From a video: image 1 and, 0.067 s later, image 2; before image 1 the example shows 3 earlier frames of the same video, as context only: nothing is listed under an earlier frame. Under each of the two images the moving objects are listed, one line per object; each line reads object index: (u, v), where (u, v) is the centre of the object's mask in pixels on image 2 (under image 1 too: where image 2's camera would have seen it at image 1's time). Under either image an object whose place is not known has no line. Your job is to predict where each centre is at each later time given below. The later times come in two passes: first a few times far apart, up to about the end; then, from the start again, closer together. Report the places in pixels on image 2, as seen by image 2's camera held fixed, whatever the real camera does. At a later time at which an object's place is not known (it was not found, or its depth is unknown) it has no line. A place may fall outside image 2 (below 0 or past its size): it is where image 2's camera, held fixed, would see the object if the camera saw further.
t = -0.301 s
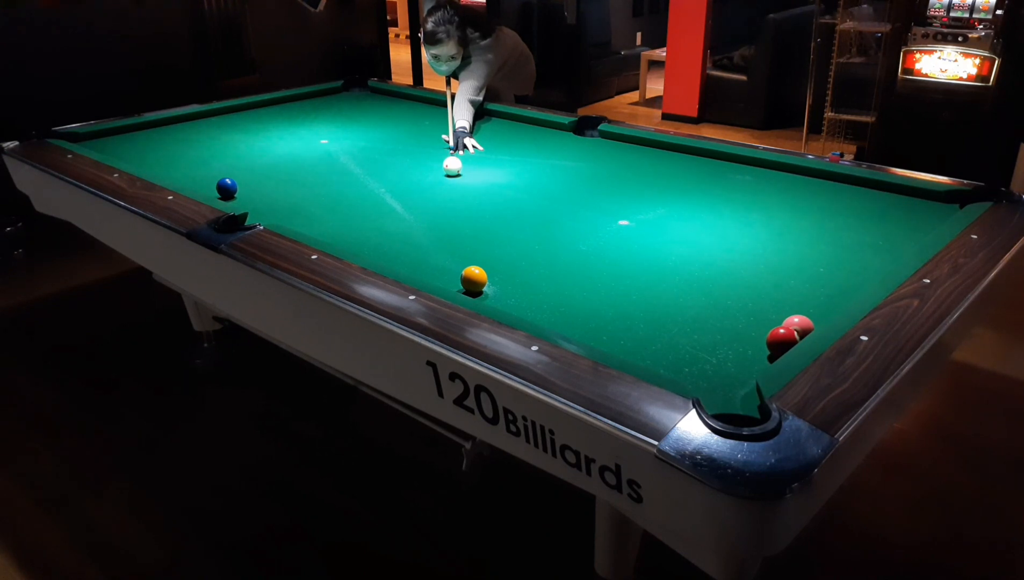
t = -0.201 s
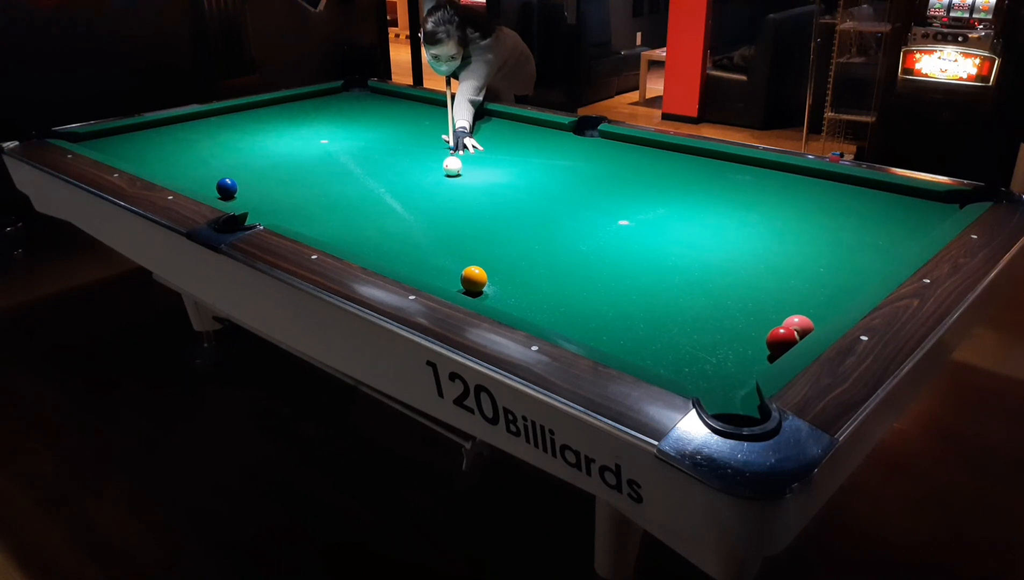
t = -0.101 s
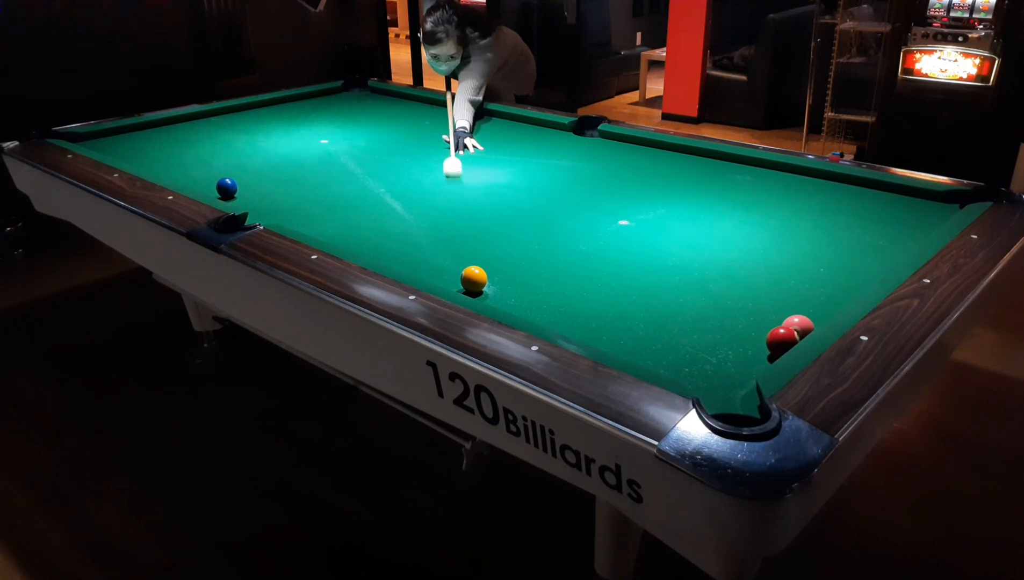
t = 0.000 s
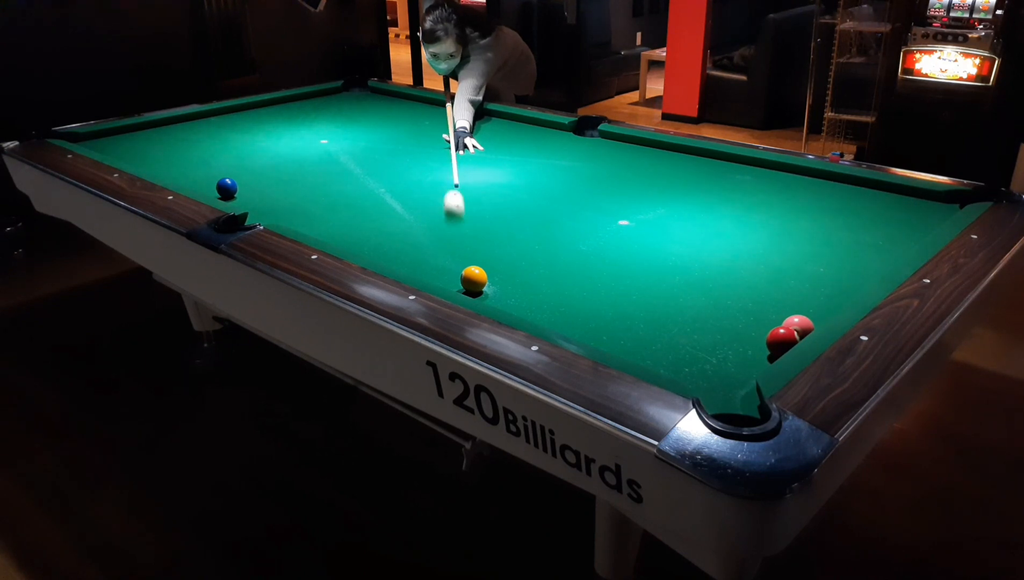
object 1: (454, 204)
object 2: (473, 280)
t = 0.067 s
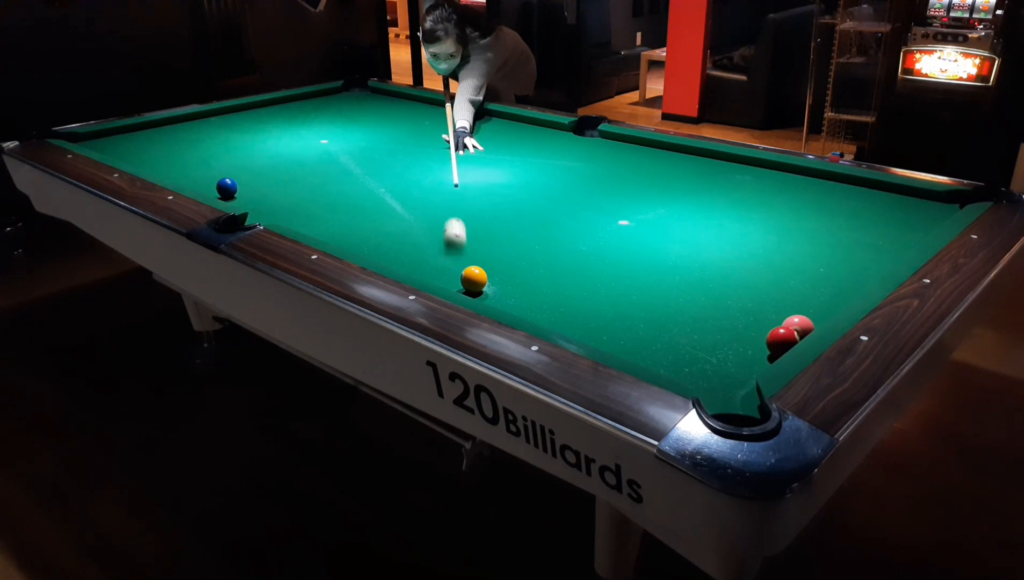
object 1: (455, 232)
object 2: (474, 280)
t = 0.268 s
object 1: (471, 265)
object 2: (565, 316)
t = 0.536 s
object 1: (543, 234)
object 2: (734, 415)
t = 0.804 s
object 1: (600, 209)
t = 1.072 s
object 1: (648, 188)
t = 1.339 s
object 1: (690, 170)
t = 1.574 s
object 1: (722, 156)
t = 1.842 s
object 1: (703, 165)
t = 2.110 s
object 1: (684, 172)
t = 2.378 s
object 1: (666, 181)
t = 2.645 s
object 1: (647, 189)
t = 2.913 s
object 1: (629, 197)
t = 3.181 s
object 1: (611, 205)
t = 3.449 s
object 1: (593, 213)
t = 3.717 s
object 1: (575, 221)
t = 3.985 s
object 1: (557, 229)
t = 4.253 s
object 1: (540, 236)
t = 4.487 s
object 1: (526, 242)
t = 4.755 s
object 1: (511, 249)
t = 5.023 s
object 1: (494, 256)
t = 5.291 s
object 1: (480, 263)
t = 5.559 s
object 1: (467, 268)
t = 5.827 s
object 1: (454, 274)
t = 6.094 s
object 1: (443, 276)
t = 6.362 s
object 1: (439, 277)
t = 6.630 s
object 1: (443, 276)
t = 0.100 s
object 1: (455, 250)
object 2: (474, 280)
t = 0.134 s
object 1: (455, 267)
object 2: (475, 280)
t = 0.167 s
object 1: (441, 274)
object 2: (494, 284)
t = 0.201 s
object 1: (445, 274)
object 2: (519, 295)
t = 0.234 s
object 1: (459, 269)
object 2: (541, 305)
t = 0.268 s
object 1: (471, 265)
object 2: (565, 316)
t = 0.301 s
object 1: (482, 260)
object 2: (590, 327)
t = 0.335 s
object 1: (492, 256)
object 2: (616, 338)
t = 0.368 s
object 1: (502, 252)
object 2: (643, 349)
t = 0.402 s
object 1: (510, 248)
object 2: (671, 362)
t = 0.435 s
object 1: (519, 244)
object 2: (698, 375)
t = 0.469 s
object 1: (527, 241)
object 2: (724, 387)
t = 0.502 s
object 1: (535, 237)
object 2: (741, 400)
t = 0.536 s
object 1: (543, 234)
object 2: (734, 415)
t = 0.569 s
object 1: (551, 231)
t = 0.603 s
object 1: (558, 227)
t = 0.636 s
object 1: (565, 224)
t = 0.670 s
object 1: (573, 221)
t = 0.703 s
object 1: (580, 218)
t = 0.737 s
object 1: (586, 215)
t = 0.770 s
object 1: (593, 212)
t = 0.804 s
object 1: (600, 209)
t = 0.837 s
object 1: (606, 207)
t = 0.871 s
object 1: (613, 204)
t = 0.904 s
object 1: (619, 201)
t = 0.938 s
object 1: (625, 198)
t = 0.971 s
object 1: (631, 196)
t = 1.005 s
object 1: (637, 193)
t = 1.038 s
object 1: (643, 191)
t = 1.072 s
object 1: (648, 188)
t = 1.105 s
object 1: (654, 186)
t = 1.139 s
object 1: (660, 184)
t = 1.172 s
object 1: (665, 181)
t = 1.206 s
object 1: (670, 179)
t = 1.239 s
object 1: (675, 177)
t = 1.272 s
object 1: (681, 174)
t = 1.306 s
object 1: (686, 172)
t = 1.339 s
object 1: (690, 170)
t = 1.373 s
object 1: (695, 168)
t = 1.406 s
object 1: (700, 166)
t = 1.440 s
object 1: (705, 164)
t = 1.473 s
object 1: (709, 162)
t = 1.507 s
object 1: (714, 160)
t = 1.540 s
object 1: (718, 158)
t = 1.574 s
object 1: (722, 156)
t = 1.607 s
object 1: (720, 157)
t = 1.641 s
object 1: (717, 158)
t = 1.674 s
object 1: (714, 160)
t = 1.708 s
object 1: (712, 160)
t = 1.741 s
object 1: (710, 161)
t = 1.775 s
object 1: (707, 163)
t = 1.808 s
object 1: (705, 164)
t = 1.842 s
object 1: (703, 165)
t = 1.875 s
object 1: (701, 166)
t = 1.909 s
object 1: (698, 167)
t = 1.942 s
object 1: (696, 167)
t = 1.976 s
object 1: (694, 168)
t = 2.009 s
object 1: (691, 169)
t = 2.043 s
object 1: (689, 170)
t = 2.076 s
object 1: (687, 172)
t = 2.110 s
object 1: (684, 172)
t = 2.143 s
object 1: (682, 174)
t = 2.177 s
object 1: (680, 174)
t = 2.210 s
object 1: (677, 176)
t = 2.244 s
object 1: (675, 177)
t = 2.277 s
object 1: (673, 178)
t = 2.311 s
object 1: (670, 179)
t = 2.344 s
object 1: (668, 179)
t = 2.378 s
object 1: (666, 181)
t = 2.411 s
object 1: (664, 182)
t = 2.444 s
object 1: (661, 183)
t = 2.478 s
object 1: (659, 184)
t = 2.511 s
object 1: (657, 185)
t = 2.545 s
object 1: (654, 186)
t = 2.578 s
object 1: (652, 187)
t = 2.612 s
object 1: (650, 188)
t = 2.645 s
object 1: (647, 189)
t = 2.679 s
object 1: (645, 190)
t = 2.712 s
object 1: (643, 191)
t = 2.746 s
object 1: (641, 192)
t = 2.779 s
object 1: (638, 193)
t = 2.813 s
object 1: (636, 194)
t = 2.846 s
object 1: (634, 195)
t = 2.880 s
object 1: (631, 196)
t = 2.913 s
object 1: (629, 197)
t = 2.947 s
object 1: (627, 198)
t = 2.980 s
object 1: (624, 199)
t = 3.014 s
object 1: (622, 200)
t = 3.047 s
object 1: (620, 201)
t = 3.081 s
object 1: (618, 202)
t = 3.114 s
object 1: (615, 203)
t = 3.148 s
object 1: (613, 204)
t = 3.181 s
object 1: (611, 205)
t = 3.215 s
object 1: (609, 206)
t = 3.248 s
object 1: (606, 207)
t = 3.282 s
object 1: (604, 208)
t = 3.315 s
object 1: (602, 209)
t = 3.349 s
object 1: (600, 210)
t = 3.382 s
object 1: (598, 211)
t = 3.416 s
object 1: (595, 212)
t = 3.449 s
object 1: (593, 213)
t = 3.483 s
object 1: (591, 215)
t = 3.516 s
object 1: (589, 215)
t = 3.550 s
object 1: (586, 216)
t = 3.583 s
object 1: (584, 217)
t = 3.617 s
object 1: (582, 218)
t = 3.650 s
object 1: (579, 219)
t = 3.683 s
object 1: (577, 220)
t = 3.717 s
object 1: (575, 221)
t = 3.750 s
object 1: (573, 222)
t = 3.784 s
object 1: (570, 223)
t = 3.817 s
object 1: (568, 224)
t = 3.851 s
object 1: (566, 225)
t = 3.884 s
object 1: (564, 226)
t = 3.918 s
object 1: (561, 227)
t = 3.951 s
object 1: (559, 228)
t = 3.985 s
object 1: (557, 229)
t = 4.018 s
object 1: (555, 229)
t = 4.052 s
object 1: (553, 230)
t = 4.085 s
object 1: (551, 231)
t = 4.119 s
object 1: (548, 232)
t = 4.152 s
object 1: (546, 233)
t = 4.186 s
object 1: (544, 234)
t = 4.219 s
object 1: (542, 235)
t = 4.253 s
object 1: (540, 236)
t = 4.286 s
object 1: (538, 237)
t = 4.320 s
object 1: (536, 238)
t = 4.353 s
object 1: (534, 239)
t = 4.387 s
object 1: (532, 240)
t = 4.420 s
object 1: (530, 240)
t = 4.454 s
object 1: (528, 241)
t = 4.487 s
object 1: (526, 242)
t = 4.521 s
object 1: (524, 243)
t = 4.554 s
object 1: (522, 244)
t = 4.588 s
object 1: (520, 245)
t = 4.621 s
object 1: (518, 246)
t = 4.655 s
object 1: (516, 247)
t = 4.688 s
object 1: (514, 247)
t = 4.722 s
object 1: (512, 248)
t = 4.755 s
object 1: (511, 249)
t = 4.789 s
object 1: (509, 250)
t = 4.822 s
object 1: (507, 251)
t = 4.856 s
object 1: (505, 252)
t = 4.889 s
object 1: (501, 253)
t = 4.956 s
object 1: (497, 255)
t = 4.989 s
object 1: (496, 256)
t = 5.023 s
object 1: (494, 256)
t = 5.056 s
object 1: (492, 257)
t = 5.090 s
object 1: (490, 258)
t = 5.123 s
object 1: (488, 259)
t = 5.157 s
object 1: (487, 260)
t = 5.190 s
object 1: (485, 260)
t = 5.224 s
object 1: (483, 261)
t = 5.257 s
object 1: (481, 262)
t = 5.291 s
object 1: (480, 263)
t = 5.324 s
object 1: (478, 264)
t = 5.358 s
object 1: (476, 265)
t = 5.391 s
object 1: (474, 265)
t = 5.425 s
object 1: (473, 266)
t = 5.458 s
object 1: (471, 266)
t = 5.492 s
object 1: (470, 267)
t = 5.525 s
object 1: (468, 268)
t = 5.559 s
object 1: (467, 268)
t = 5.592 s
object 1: (465, 269)
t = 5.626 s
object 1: (464, 270)
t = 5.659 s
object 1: (462, 271)
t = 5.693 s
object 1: (460, 271)
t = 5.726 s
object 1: (459, 272)
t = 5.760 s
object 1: (457, 272)
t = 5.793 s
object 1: (456, 273)
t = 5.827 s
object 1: (454, 274)
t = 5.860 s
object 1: (453, 274)
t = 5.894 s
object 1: (451, 275)
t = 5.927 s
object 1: (450, 275)
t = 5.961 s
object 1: (449, 276)
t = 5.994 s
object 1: (447, 276)
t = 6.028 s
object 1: (446, 276)
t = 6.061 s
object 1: (445, 276)
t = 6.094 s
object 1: (443, 276)
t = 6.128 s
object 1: (442, 276)
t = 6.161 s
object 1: (441, 277)
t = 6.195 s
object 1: (440, 277)
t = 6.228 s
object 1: (439, 277)
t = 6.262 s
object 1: (438, 277)
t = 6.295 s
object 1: (438, 277)
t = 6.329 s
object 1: (438, 277)
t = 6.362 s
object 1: (439, 277)
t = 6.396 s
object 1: (439, 277)
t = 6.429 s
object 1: (439, 277)
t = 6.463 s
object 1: (440, 277)
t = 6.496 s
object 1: (440, 277)
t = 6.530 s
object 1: (441, 277)
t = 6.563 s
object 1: (442, 277)
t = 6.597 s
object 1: (442, 277)
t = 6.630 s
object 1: (443, 276)
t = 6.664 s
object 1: (443, 277)
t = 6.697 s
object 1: (443, 277)
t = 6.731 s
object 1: (444, 277)
